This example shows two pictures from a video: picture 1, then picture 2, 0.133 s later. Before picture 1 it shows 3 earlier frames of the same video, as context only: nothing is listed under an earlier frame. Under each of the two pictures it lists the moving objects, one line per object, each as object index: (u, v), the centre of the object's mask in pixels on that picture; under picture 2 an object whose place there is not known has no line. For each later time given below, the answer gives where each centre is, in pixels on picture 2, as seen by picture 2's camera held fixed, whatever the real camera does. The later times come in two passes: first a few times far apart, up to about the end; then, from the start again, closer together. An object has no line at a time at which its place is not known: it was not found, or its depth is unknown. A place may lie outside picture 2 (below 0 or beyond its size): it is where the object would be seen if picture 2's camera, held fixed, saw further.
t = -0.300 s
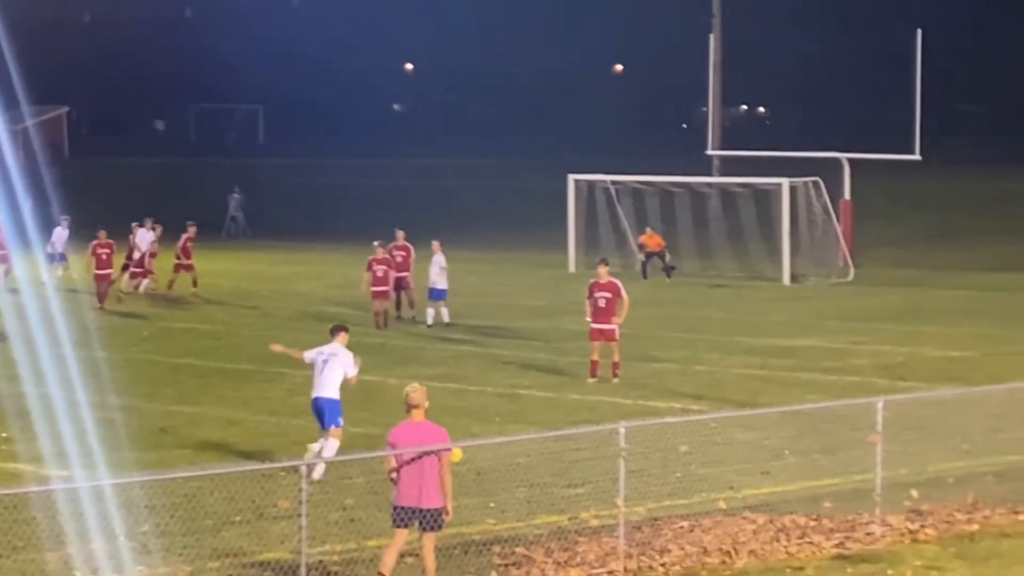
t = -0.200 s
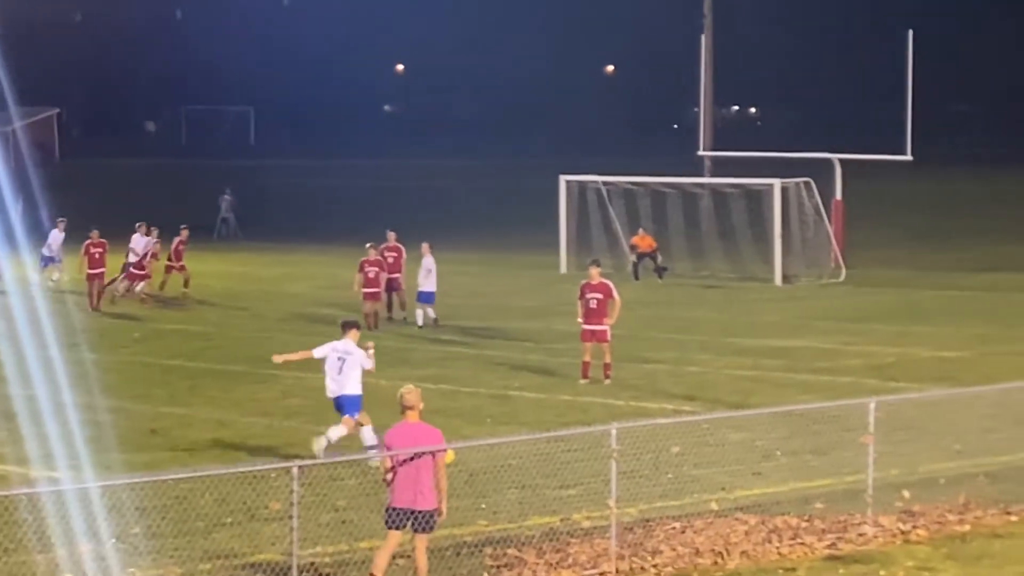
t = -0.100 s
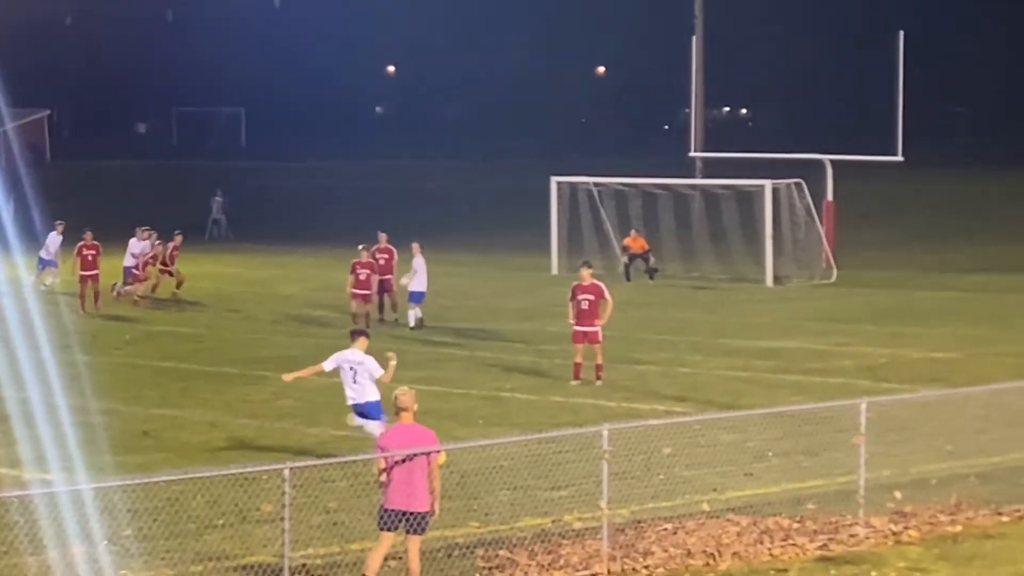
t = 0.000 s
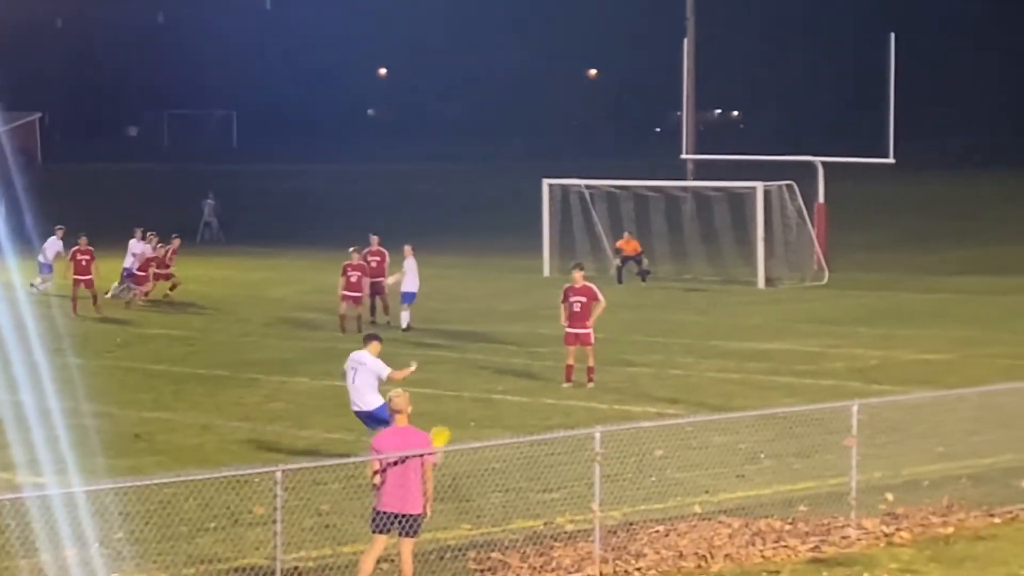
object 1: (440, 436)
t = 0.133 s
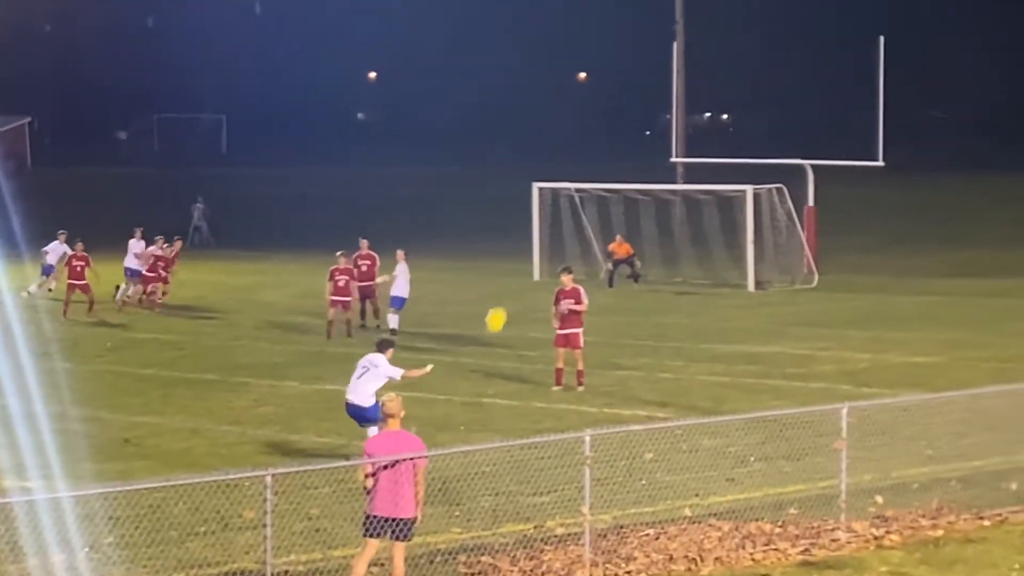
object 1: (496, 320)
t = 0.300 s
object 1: (546, 211)
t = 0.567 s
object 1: (577, 115)
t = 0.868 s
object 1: (578, 76)
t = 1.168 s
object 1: (555, 86)
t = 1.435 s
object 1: (524, 125)
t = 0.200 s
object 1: (520, 271)
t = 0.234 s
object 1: (529, 249)
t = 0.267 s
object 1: (538, 229)
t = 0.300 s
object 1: (546, 211)
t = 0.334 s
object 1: (552, 195)
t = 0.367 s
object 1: (557, 179)
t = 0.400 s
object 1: (562, 166)
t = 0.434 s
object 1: (566, 154)
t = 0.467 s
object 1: (570, 143)
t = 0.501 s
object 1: (573, 132)
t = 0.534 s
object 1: (575, 123)
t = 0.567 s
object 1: (577, 115)
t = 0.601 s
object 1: (579, 107)
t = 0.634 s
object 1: (580, 101)
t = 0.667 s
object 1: (580, 95)
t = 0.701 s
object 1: (580, 90)
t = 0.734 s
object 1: (581, 86)
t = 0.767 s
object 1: (580, 82)
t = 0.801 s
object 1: (580, 79)
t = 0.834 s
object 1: (579, 77)
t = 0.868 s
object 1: (578, 76)
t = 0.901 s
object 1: (576, 75)
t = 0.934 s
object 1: (574, 74)
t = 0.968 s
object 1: (572, 74)
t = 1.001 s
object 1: (570, 75)
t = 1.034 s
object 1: (568, 76)
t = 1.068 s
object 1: (565, 78)
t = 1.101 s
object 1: (562, 80)
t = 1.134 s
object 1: (559, 83)
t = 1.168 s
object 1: (555, 86)
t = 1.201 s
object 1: (552, 89)
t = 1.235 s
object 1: (549, 93)
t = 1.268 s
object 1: (545, 98)
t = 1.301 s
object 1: (541, 103)
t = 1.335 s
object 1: (537, 108)
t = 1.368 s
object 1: (533, 113)
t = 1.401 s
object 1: (528, 119)
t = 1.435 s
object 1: (524, 125)
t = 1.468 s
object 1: (520, 132)
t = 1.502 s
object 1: (515, 138)
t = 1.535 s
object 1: (511, 145)
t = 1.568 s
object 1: (507, 152)
